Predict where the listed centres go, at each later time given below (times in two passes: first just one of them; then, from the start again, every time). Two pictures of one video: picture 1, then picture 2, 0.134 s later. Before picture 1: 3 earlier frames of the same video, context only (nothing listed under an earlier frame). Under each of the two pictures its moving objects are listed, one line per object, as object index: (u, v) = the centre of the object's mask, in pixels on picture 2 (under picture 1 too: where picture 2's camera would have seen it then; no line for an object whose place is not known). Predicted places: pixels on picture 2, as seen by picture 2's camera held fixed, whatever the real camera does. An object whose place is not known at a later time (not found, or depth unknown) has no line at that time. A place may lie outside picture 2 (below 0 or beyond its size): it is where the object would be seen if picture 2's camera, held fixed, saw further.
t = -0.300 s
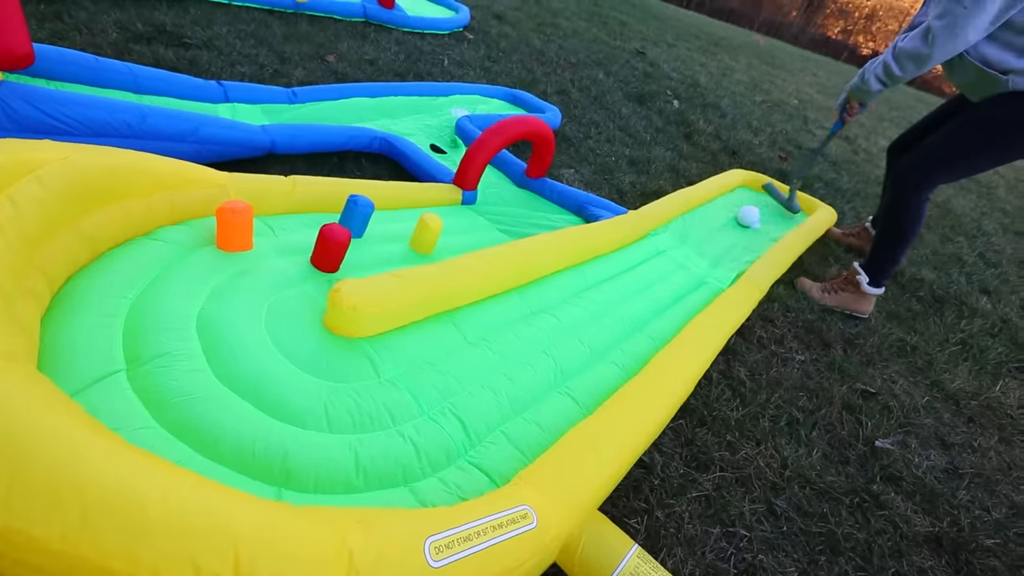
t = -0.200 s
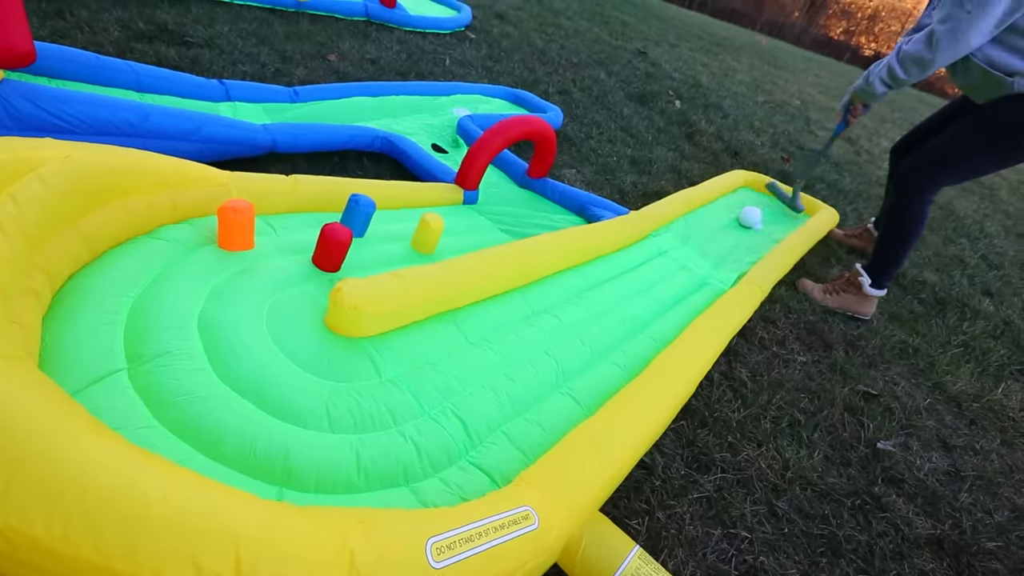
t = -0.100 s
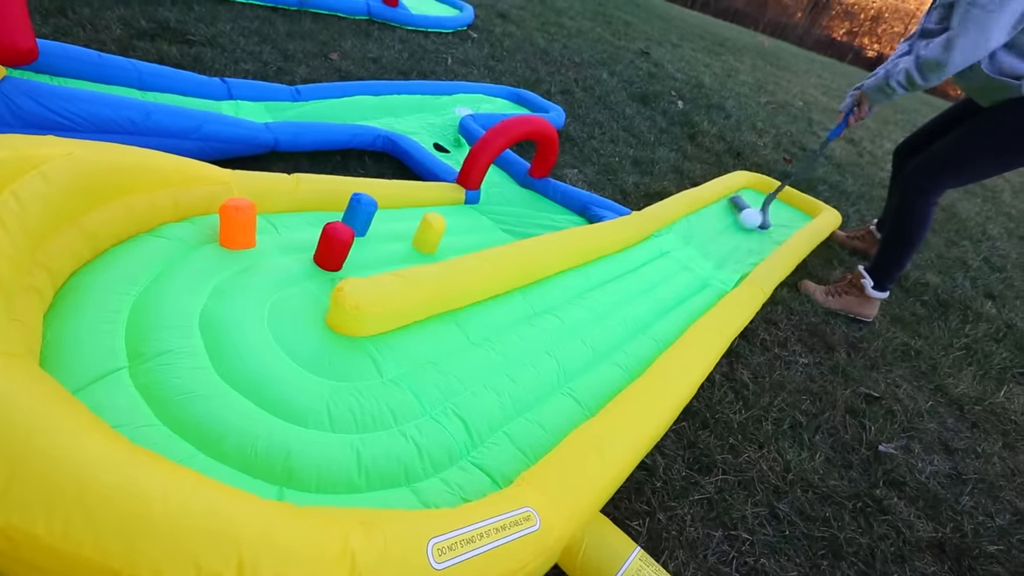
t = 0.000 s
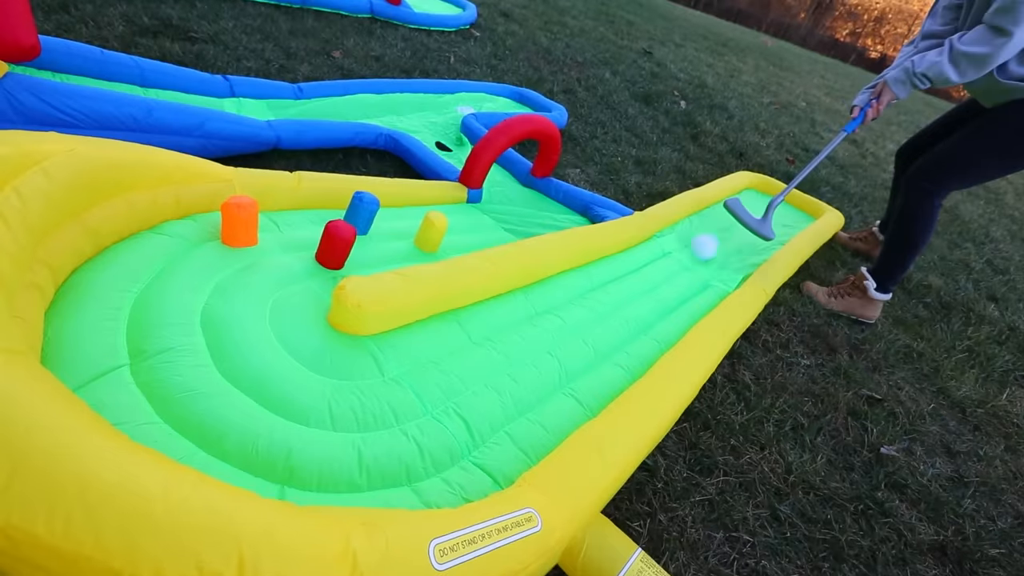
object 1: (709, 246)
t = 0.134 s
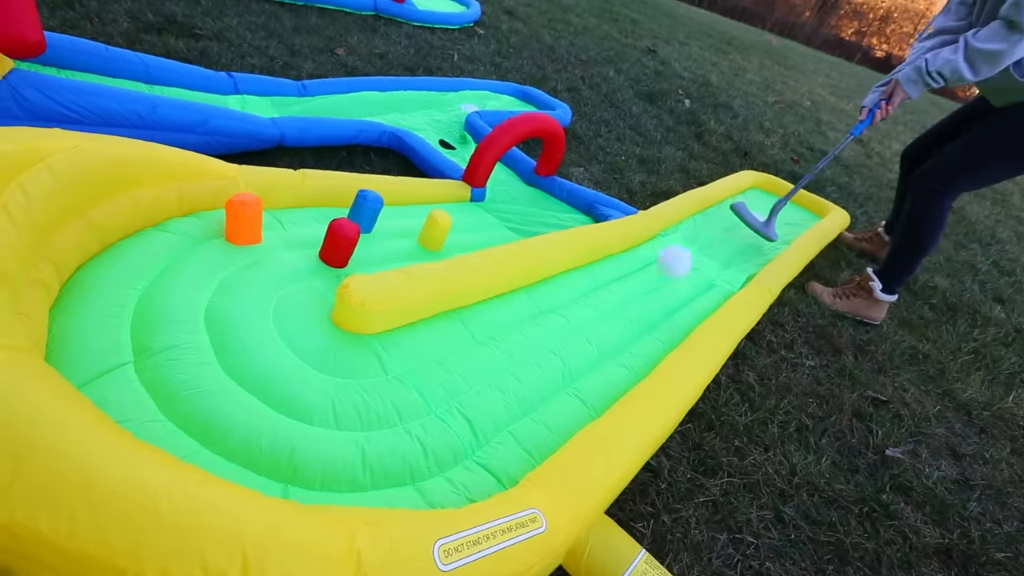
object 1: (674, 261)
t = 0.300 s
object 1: (578, 364)
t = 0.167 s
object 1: (662, 272)
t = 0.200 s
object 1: (646, 288)
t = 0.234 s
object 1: (624, 312)
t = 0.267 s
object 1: (597, 343)
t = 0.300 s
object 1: (578, 364)
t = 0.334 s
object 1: (570, 377)
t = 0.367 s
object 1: (558, 401)
